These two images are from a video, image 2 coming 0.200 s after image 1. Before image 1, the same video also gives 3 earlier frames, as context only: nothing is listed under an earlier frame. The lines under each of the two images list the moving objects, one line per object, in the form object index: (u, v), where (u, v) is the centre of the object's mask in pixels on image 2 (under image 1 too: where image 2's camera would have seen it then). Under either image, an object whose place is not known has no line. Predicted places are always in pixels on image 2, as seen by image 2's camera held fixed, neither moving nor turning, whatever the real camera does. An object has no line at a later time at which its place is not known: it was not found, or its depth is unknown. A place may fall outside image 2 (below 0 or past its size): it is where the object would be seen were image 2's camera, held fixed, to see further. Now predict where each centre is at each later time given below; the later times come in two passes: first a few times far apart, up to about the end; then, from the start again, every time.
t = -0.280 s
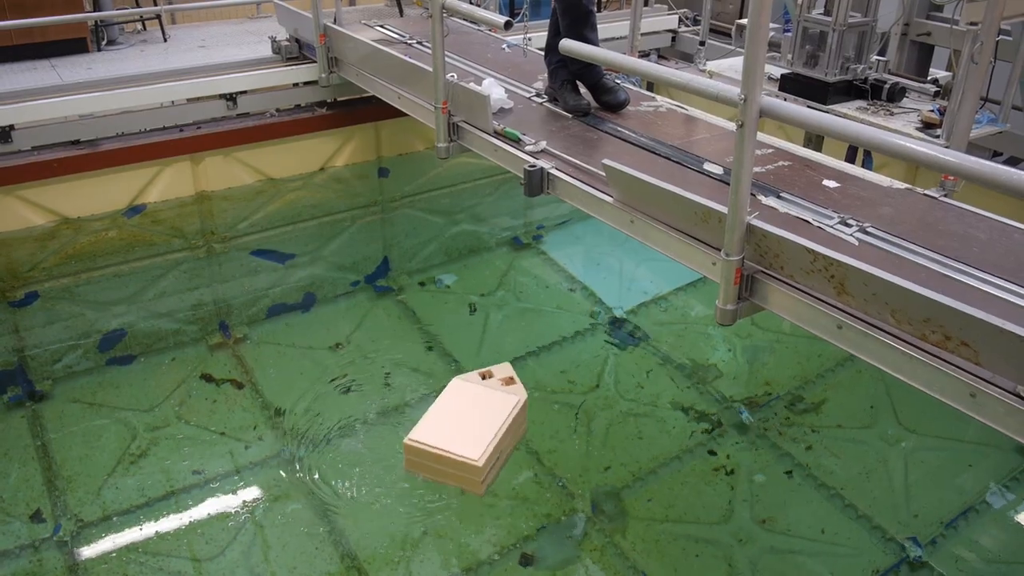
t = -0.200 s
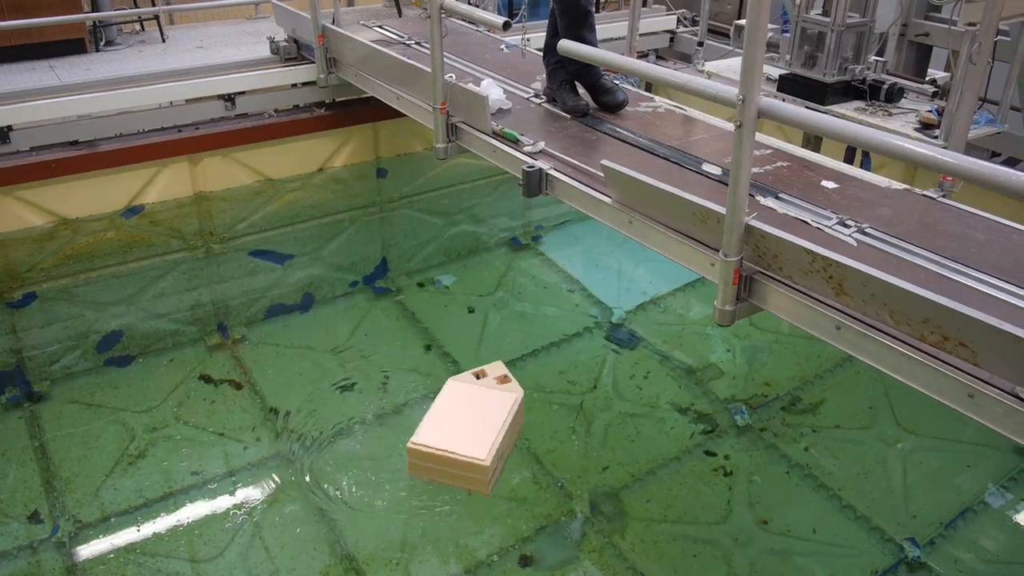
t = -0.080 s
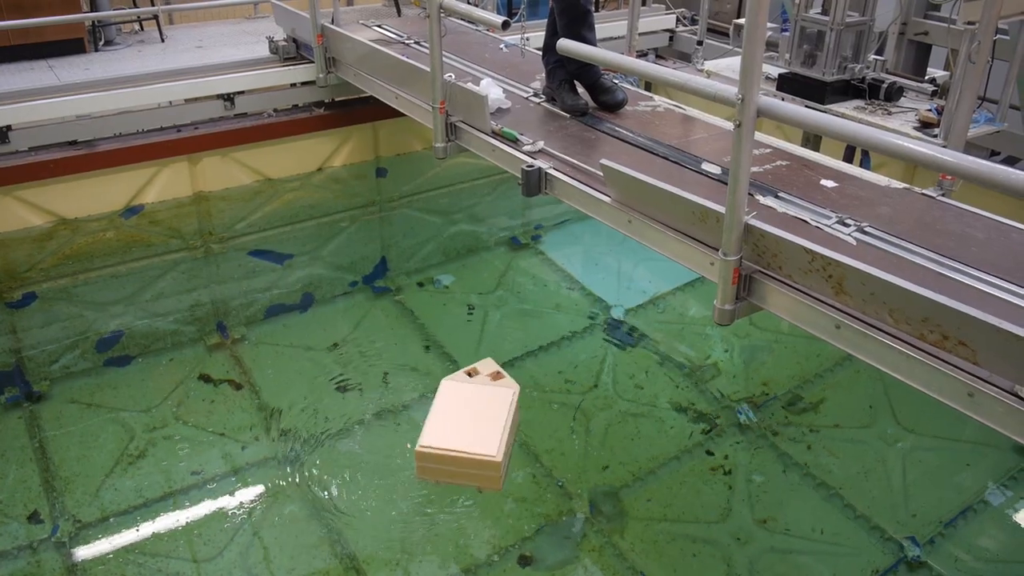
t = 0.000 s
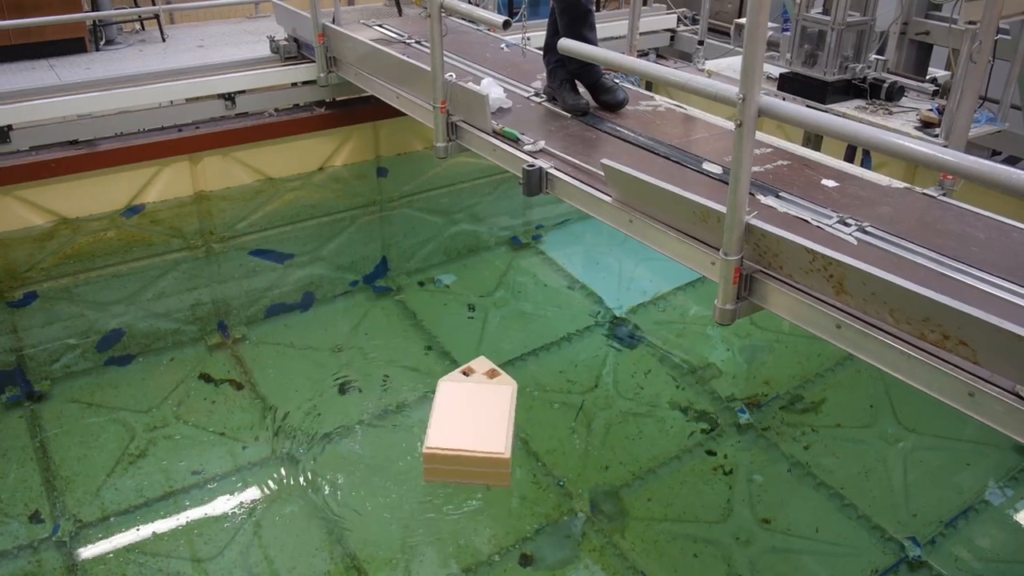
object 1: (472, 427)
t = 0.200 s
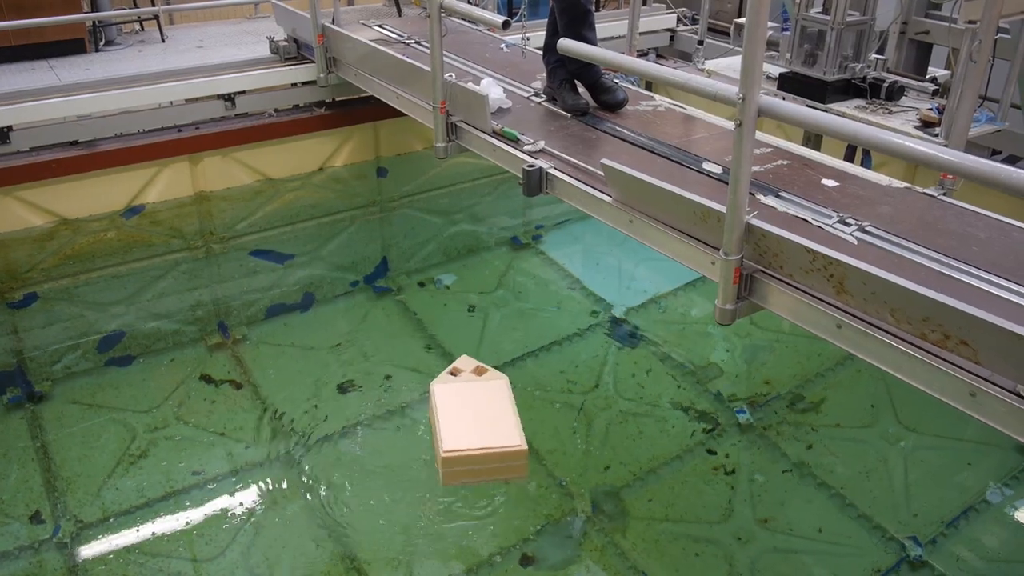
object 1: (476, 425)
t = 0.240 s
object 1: (476, 424)
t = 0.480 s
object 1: (477, 422)
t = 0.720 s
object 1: (475, 420)
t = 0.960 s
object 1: (470, 418)
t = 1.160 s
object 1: (466, 417)
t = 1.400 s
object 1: (463, 417)
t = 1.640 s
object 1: (463, 418)
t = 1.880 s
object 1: (461, 419)
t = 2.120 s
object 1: (457, 419)
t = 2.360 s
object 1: (451, 420)
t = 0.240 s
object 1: (476, 424)
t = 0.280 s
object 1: (476, 424)
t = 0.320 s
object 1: (477, 424)
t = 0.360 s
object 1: (477, 424)
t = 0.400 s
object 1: (476, 423)
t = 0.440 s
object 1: (477, 422)
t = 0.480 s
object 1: (477, 422)
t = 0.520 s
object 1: (477, 422)
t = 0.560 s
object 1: (476, 422)
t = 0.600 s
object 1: (476, 421)
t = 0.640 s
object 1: (476, 421)
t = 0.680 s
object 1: (476, 420)
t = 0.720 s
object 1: (475, 420)
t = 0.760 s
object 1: (475, 420)
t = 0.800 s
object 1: (474, 419)
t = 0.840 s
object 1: (473, 418)
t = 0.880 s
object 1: (472, 418)
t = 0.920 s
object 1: (471, 418)
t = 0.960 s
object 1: (470, 418)
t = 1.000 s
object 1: (470, 418)
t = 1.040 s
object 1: (469, 418)
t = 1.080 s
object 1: (468, 417)
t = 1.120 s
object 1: (467, 417)
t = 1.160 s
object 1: (466, 417)
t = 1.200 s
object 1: (465, 417)
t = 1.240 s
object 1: (464, 417)
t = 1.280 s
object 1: (464, 417)
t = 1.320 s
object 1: (463, 417)
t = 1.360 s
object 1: (464, 417)
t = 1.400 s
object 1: (463, 417)
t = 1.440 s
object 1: (463, 418)
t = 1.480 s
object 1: (463, 418)
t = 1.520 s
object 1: (463, 418)
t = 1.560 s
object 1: (463, 418)
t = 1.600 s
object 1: (463, 418)
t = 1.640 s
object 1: (463, 418)
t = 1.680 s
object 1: (463, 418)
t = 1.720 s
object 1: (462, 418)
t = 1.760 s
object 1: (462, 418)
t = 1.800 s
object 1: (462, 418)
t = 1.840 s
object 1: (461, 418)
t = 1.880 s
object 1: (461, 419)
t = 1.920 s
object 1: (461, 419)
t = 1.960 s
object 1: (460, 419)
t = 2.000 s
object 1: (459, 419)
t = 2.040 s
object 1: (459, 419)
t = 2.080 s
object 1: (458, 419)
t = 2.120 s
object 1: (457, 419)
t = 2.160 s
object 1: (456, 419)
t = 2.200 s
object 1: (455, 419)
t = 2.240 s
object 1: (455, 419)
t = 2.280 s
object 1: (454, 419)
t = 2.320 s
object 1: (452, 420)
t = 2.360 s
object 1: (451, 420)
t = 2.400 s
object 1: (450, 421)
